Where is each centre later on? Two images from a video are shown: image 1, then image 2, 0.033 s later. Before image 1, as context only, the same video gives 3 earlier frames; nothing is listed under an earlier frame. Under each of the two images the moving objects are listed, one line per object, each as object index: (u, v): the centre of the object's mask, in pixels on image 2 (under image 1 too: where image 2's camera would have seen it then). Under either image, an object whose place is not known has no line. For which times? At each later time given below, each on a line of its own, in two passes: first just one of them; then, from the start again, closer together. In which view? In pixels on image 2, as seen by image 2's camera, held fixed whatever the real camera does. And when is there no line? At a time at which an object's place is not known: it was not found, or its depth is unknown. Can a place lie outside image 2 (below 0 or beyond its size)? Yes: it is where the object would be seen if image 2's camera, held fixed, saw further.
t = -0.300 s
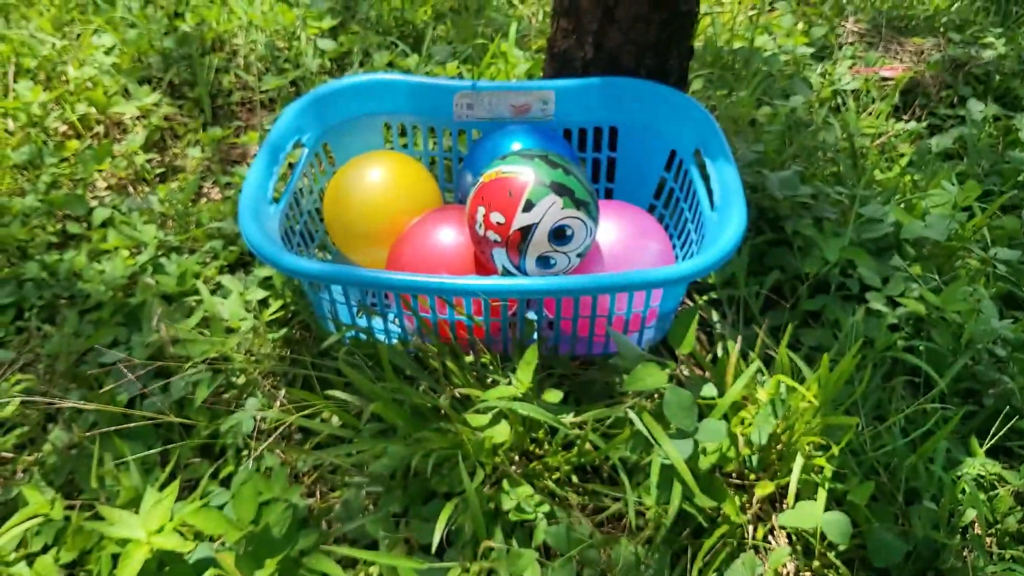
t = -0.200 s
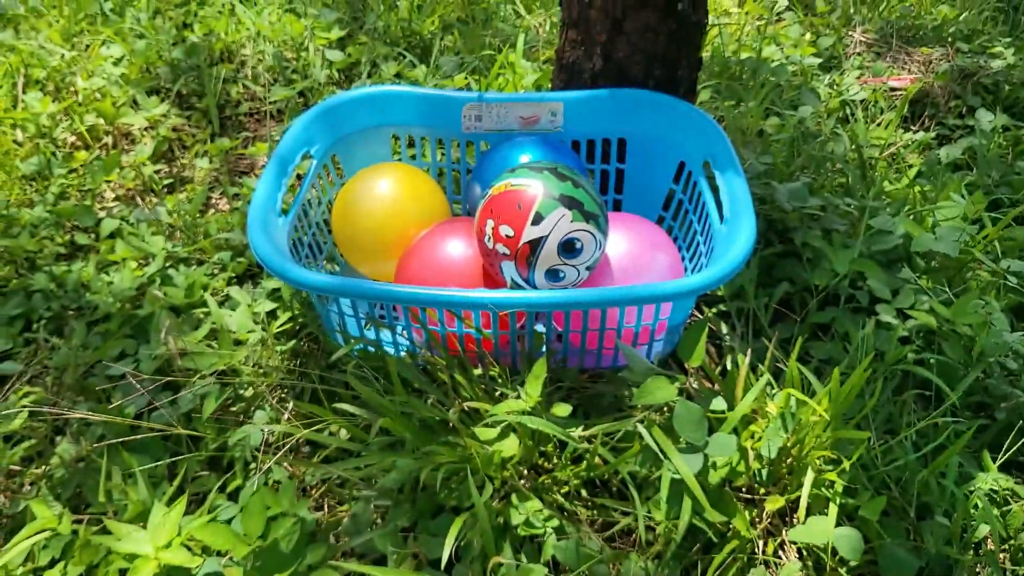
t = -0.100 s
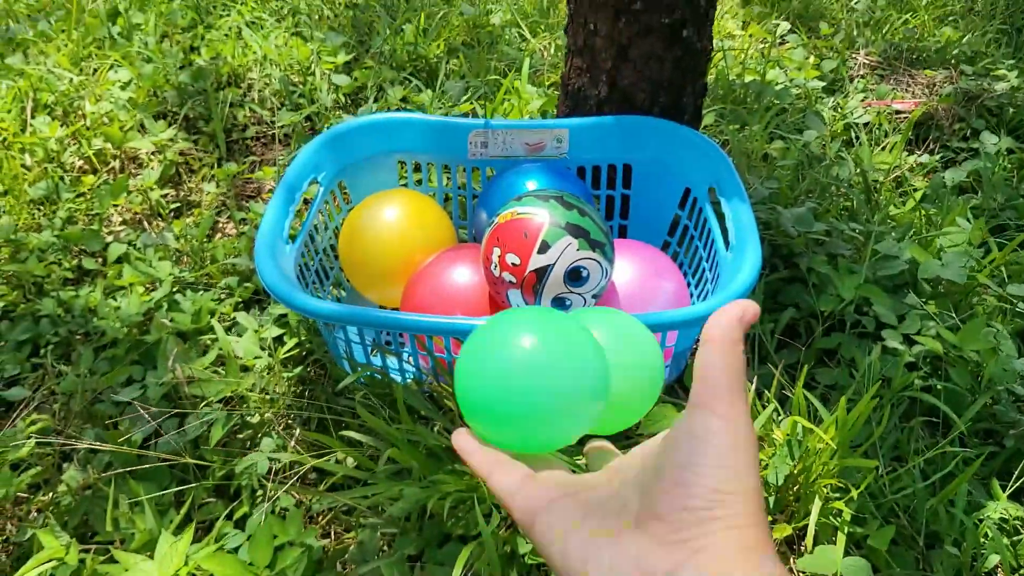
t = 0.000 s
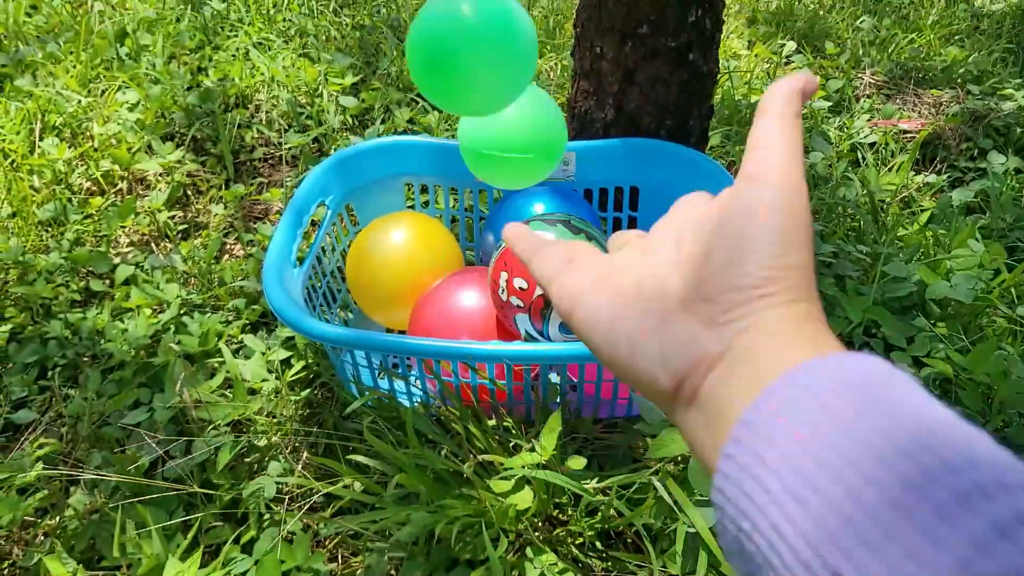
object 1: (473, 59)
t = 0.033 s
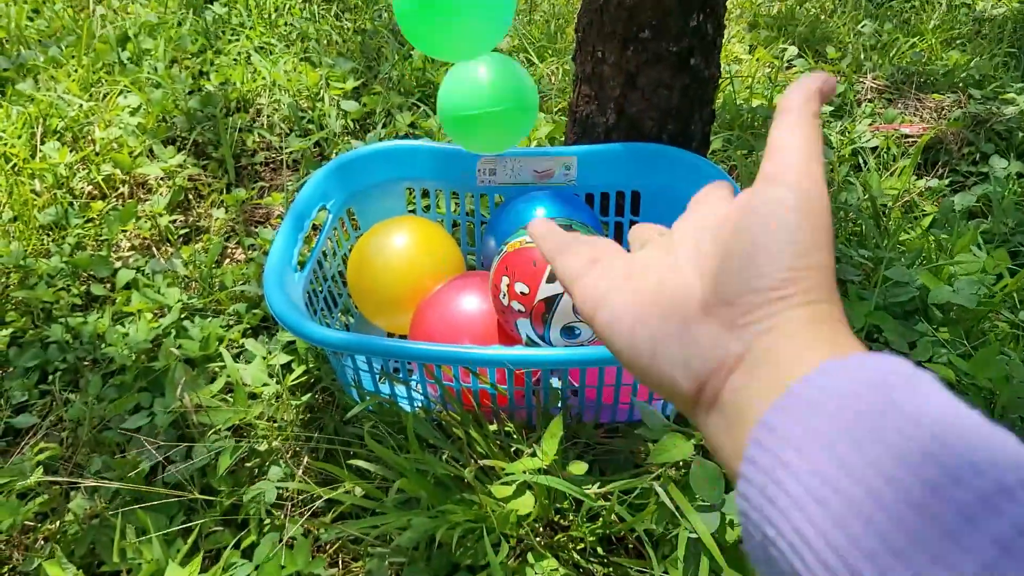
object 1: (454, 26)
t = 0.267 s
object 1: (349, 126)
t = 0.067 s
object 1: (436, 10)
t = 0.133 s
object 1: (401, 7)
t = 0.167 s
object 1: (386, 16)
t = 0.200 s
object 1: (372, 33)
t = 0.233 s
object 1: (360, 76)
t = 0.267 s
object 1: (349, 126)
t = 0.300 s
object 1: (338, 179)
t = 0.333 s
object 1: (329, 234)
